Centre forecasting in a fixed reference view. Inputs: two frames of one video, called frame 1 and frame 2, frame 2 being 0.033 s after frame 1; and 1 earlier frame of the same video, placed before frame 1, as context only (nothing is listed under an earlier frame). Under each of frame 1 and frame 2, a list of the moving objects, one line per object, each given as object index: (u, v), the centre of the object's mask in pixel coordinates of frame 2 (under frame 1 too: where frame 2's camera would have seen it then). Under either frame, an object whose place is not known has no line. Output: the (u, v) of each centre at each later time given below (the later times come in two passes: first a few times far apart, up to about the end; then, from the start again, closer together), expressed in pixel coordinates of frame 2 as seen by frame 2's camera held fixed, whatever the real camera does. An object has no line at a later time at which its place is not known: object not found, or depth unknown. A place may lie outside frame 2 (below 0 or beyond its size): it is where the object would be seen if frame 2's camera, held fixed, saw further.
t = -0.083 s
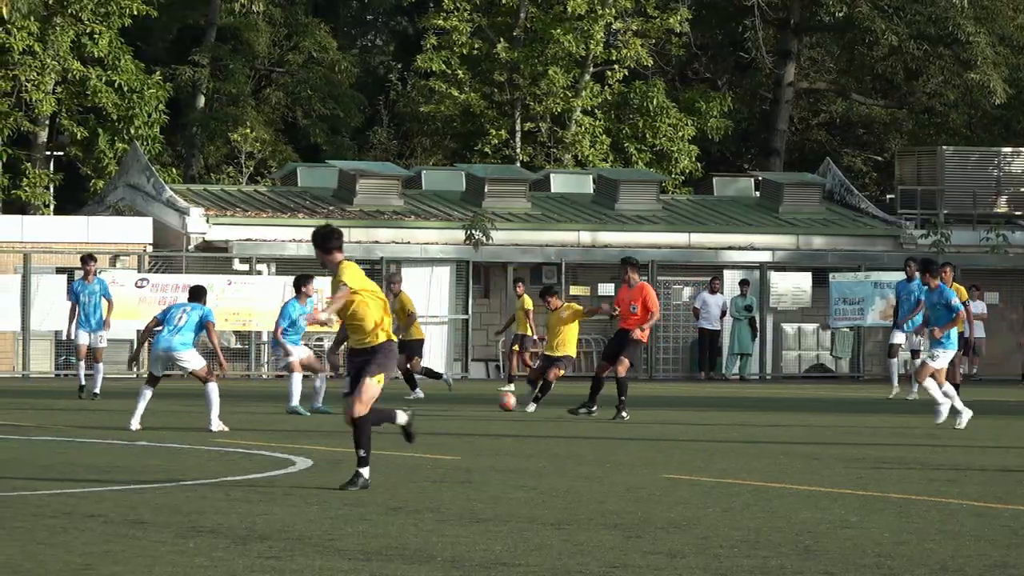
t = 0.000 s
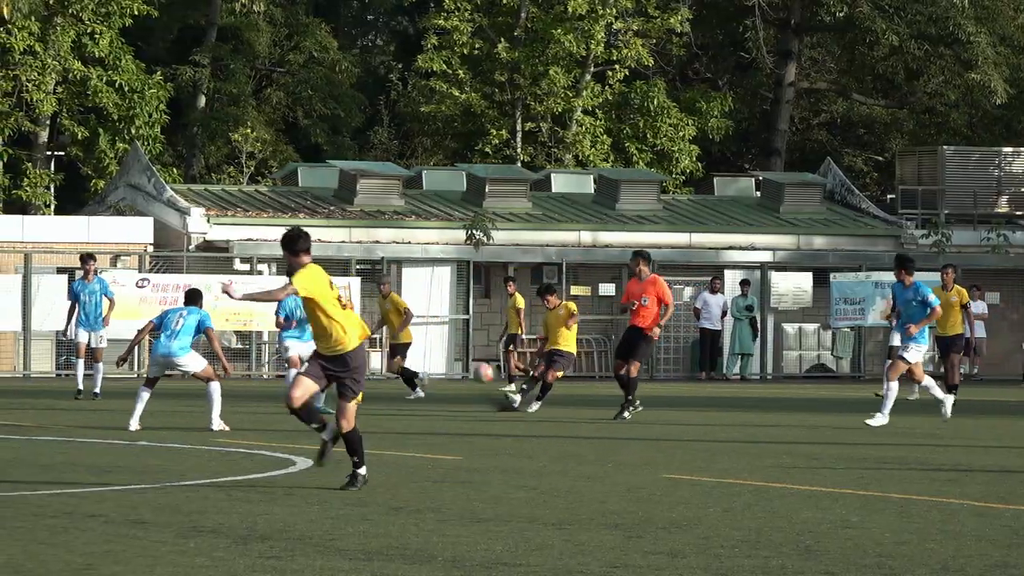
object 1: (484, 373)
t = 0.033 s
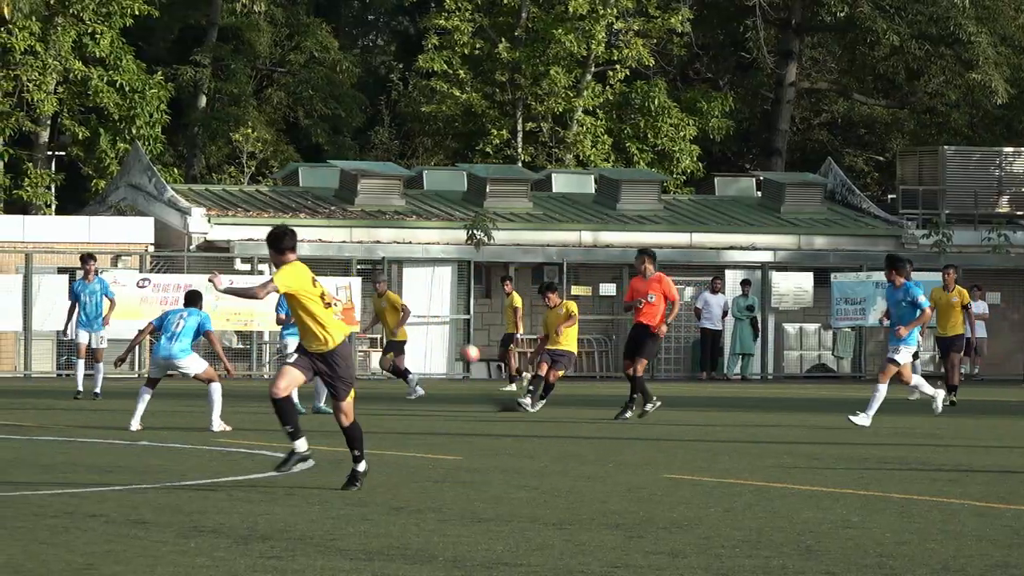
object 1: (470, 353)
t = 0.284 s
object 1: (364, 222)
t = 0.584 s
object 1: (238, 88)
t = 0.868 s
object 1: (109, 9)
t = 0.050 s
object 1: (462, 345)
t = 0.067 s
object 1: (455, 336)
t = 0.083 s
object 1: (448, 327)
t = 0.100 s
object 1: (440, 318)
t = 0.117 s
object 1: (432, 309)
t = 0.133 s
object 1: (425, 300)
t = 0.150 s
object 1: (419, 291)
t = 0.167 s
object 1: (412, 282)
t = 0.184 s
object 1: (405, 273)
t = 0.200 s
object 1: (401, 264)
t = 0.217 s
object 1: (392, 255)
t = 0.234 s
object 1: (383, 247)
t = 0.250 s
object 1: (376, 239)
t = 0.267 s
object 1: (370, 231)
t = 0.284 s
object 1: (364, 222)
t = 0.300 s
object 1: (357, 213)
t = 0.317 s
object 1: (351, 204)
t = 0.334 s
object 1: (346, 196)
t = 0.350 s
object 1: (337, 189)
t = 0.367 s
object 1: (330, 181)
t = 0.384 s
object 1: (322, 174)
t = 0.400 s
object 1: (316, 166)
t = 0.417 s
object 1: (308, 158)
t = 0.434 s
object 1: (301, 151)
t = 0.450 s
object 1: (294, 143)
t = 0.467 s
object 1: (287, 136)
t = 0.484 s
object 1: (280, 128)
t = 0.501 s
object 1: (273, 122)
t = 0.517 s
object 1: (266, 115)
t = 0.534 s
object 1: (258, 108)
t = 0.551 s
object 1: (250, 101)
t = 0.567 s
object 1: (243, 95)
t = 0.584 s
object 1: (238, 88)
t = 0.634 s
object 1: (216, 70)
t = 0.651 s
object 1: (207, 65)
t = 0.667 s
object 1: (199, 60)
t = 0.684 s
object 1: (191, 56)
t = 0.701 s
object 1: (184, 50)
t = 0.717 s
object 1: (177, 45)
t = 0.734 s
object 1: (169, 40)
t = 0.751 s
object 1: (162, 35)
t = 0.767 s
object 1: (155, 31)
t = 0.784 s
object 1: (147, 27)
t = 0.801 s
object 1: (140, 23)
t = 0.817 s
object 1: (133, 19)
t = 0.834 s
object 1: (125, 15)
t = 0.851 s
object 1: (117, 13)
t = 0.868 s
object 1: (109, 9)
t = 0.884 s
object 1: (102, 6)
